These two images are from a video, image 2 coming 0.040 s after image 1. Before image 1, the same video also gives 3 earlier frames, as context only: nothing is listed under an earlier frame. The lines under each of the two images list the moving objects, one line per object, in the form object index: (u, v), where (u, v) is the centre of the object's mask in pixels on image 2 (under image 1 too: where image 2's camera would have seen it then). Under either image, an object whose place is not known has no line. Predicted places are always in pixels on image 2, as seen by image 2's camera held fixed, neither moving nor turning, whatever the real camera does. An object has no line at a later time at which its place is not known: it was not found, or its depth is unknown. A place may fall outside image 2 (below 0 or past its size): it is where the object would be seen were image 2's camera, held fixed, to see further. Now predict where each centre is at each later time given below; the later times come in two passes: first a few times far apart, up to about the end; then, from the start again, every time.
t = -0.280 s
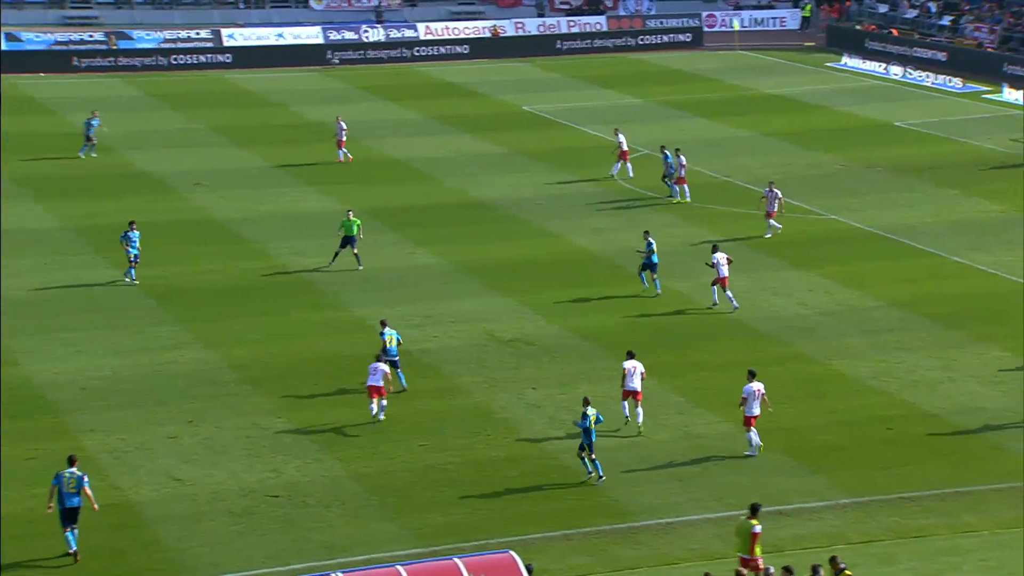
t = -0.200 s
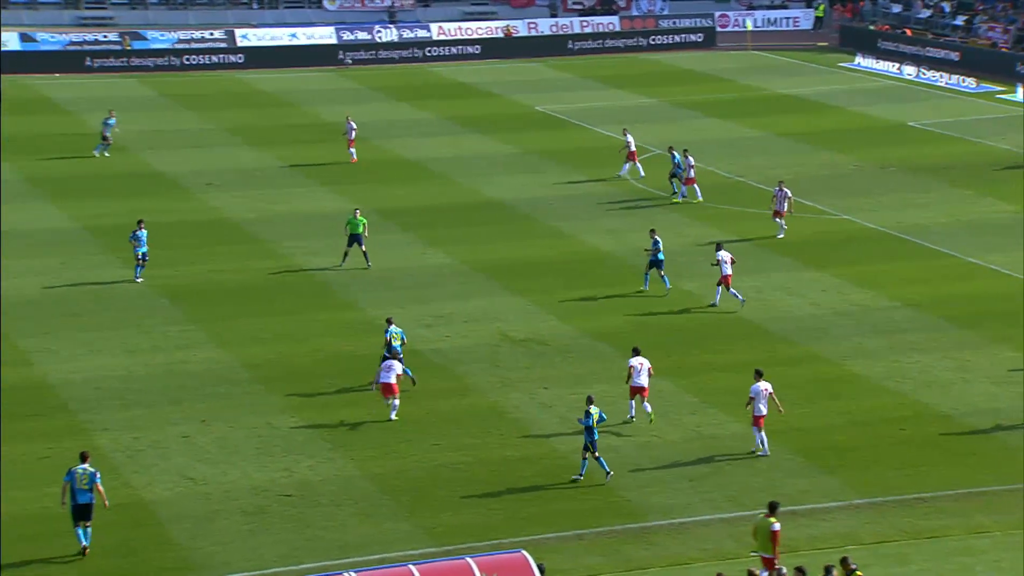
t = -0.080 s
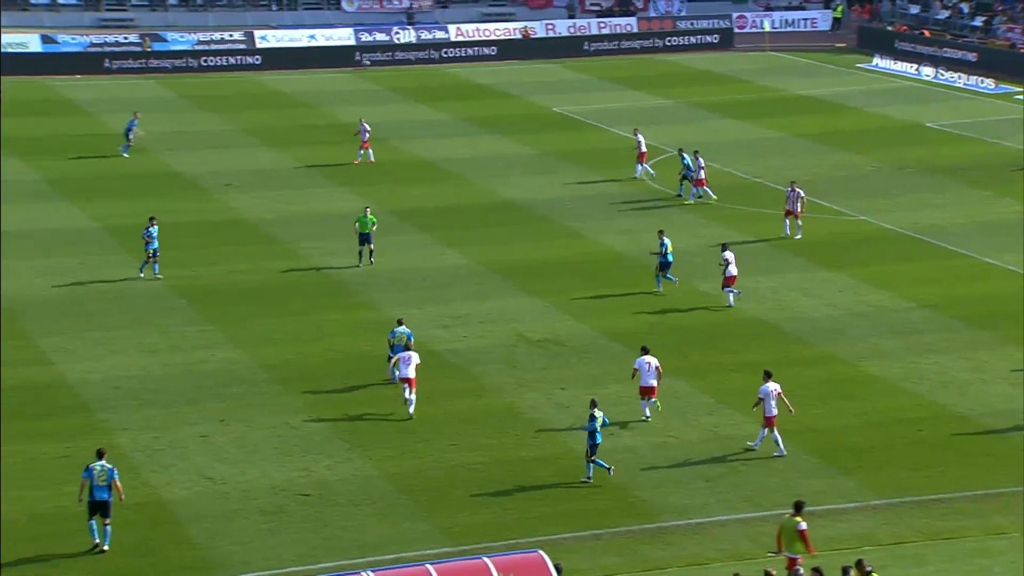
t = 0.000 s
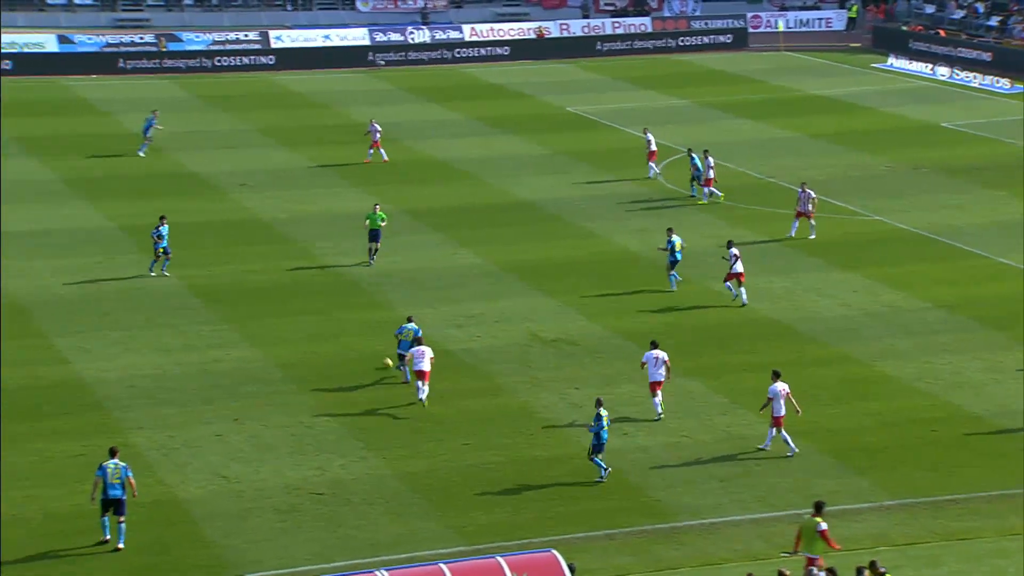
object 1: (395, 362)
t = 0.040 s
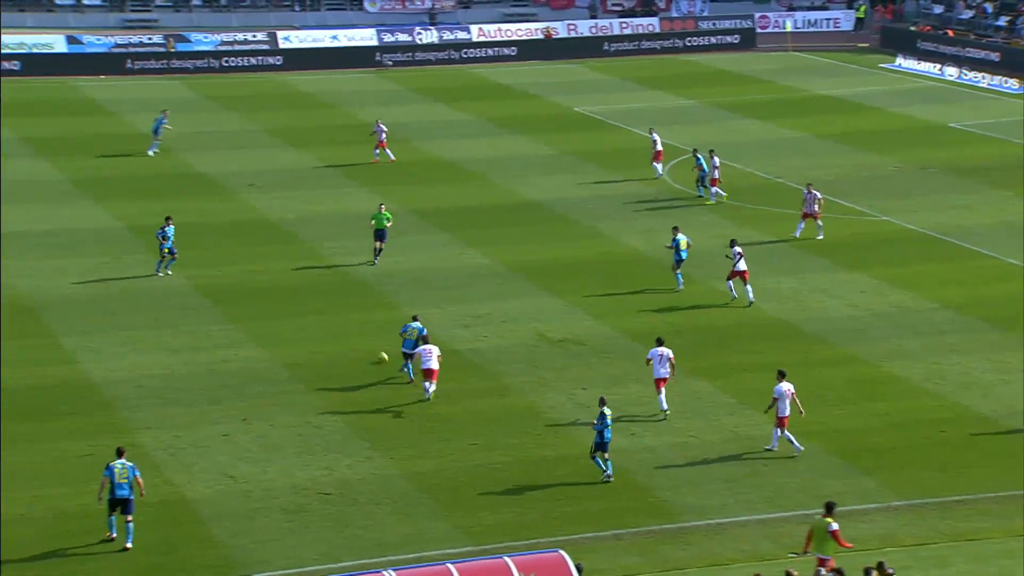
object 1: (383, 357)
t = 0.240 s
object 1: (327, 331)
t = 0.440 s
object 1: (279, 309)
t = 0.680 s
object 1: (230, 288)
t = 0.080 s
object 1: (371, 351)
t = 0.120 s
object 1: (360, 346)
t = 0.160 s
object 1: (348, 341)
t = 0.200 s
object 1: (337, 336)
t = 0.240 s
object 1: (327, 331)
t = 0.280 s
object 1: (316, 327)
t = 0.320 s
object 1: (307, 322)
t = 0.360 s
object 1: (297, 317)
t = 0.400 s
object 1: (287, 313)
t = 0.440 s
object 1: (279, 309)
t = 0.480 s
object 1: (270, 307)
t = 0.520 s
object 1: (262, 302)
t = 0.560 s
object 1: (254, 298)
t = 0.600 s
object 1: (246, 294)
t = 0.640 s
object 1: (238, 291)
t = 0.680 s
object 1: (230, 288)
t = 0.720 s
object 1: (223, 285)
